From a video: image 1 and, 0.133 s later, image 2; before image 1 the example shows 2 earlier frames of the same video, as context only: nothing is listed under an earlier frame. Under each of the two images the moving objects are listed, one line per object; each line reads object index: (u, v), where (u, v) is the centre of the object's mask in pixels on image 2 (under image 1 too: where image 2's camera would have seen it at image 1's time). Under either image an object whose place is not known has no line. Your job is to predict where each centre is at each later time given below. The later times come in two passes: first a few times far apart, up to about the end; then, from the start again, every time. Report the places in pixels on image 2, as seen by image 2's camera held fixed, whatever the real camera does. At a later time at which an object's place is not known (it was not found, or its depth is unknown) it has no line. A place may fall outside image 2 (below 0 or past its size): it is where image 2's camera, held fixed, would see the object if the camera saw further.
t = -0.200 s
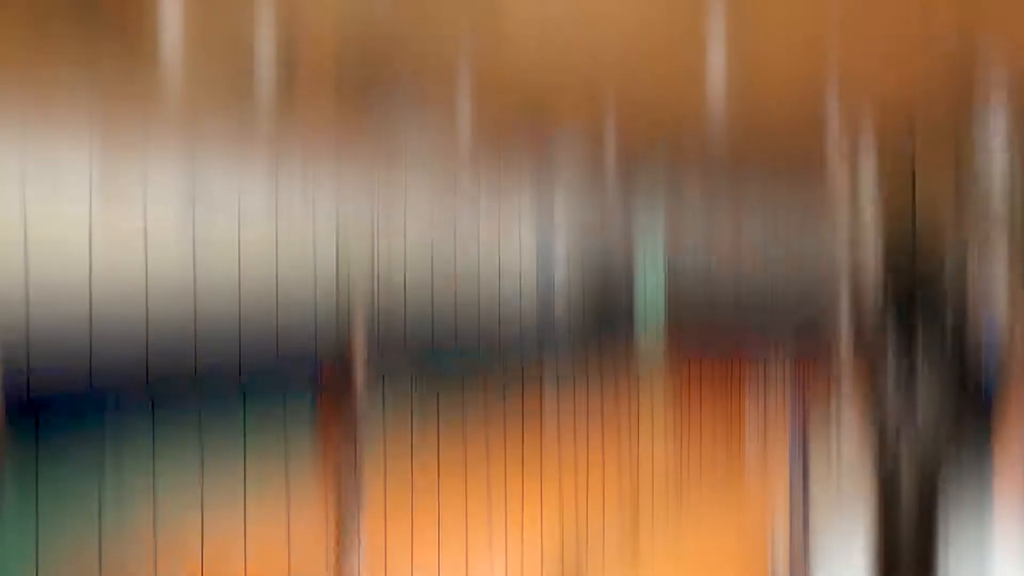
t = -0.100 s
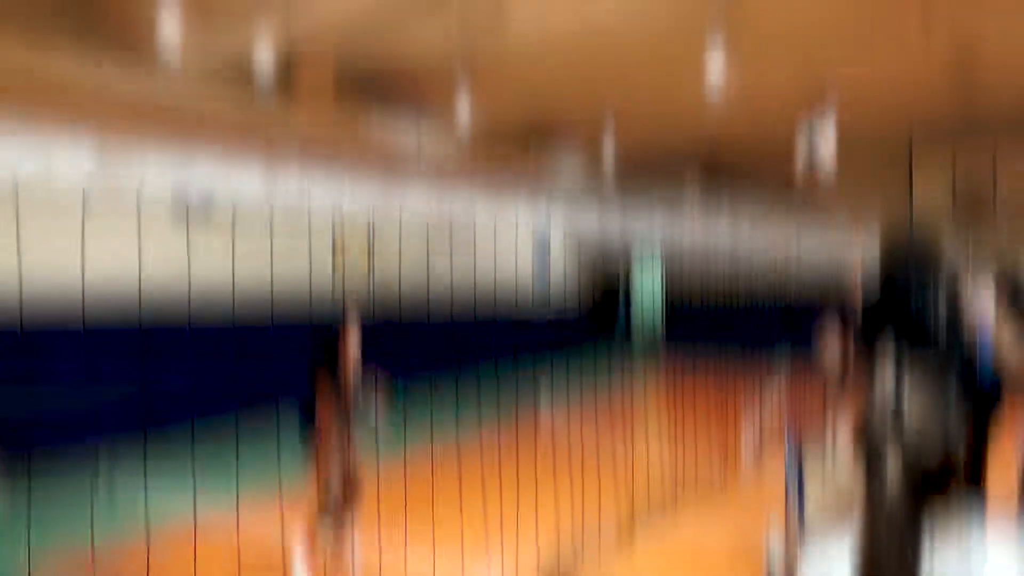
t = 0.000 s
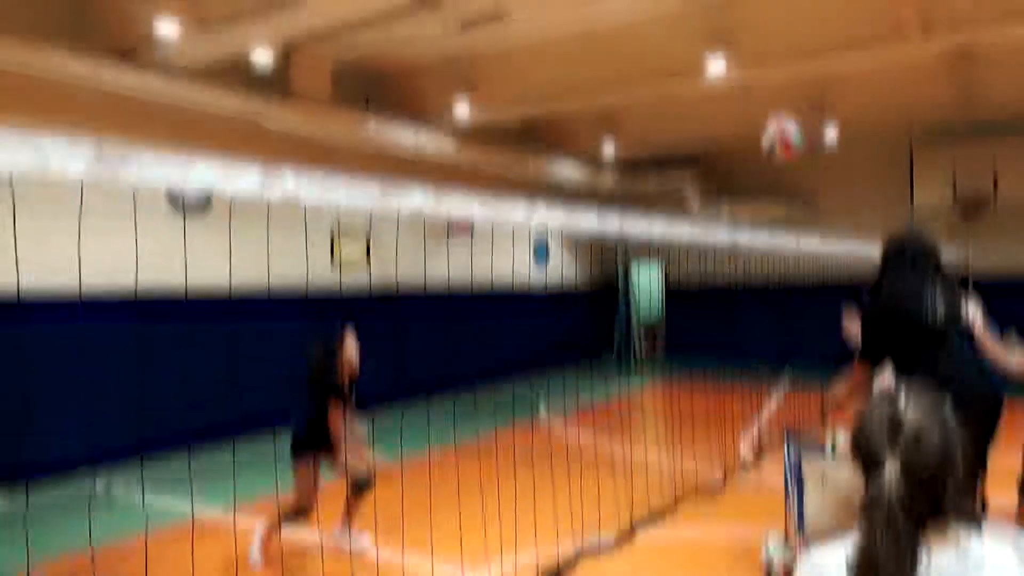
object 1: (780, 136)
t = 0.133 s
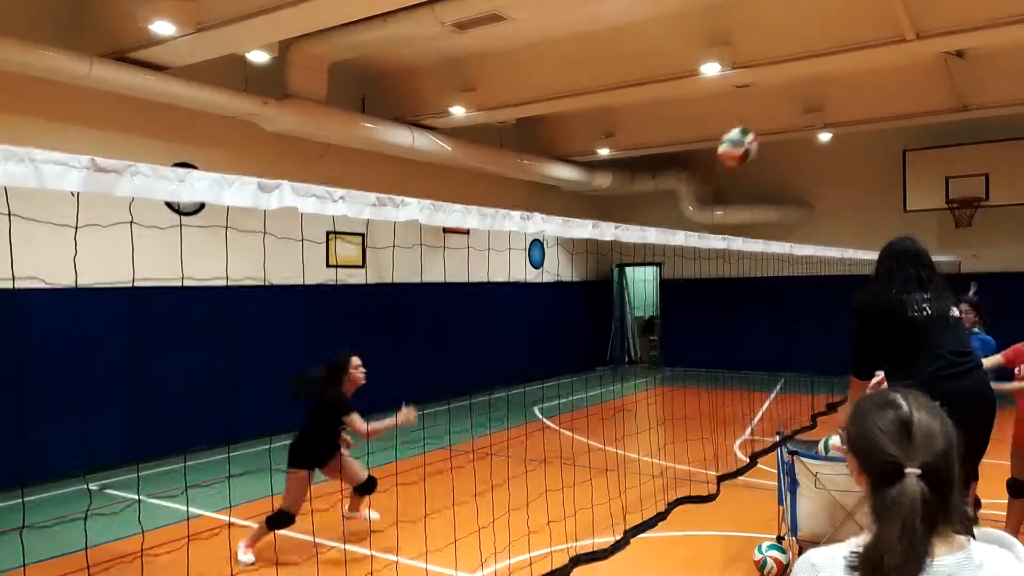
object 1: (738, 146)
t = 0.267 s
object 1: (706, 178)
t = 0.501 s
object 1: (653, 295)
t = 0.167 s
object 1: (728, 152)
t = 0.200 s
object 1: (719, 160)
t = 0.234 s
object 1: (717, 166)
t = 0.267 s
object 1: (706, 178)
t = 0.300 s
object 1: (700, 190)
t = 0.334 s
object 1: (689, 204)
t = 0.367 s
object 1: (679, 219)
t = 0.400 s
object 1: (675, 226)
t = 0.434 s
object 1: (665, 259)
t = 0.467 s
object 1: (659, 273)
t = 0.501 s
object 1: (653, 295)
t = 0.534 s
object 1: (645, 318)
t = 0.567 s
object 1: (640, 339)
